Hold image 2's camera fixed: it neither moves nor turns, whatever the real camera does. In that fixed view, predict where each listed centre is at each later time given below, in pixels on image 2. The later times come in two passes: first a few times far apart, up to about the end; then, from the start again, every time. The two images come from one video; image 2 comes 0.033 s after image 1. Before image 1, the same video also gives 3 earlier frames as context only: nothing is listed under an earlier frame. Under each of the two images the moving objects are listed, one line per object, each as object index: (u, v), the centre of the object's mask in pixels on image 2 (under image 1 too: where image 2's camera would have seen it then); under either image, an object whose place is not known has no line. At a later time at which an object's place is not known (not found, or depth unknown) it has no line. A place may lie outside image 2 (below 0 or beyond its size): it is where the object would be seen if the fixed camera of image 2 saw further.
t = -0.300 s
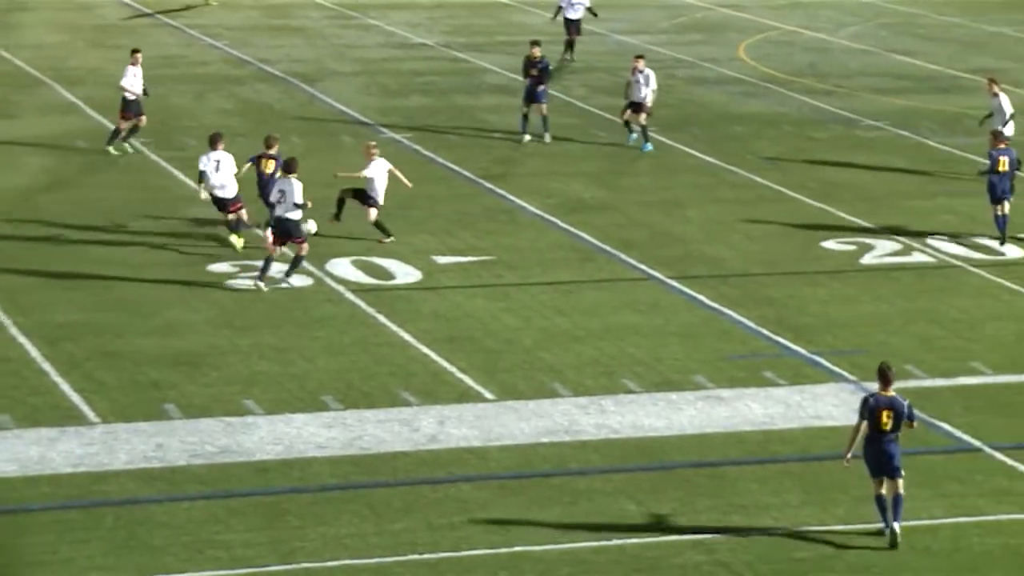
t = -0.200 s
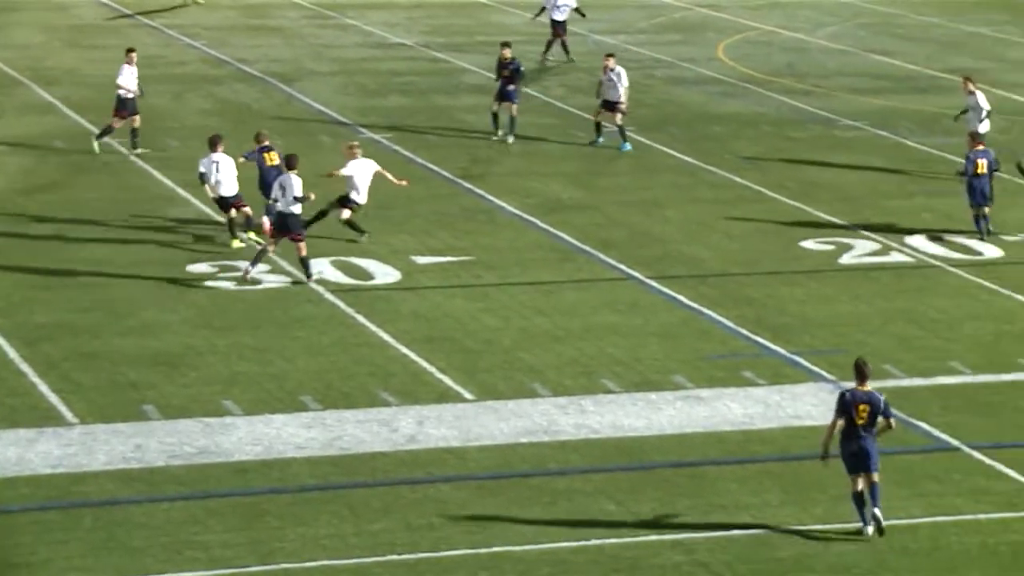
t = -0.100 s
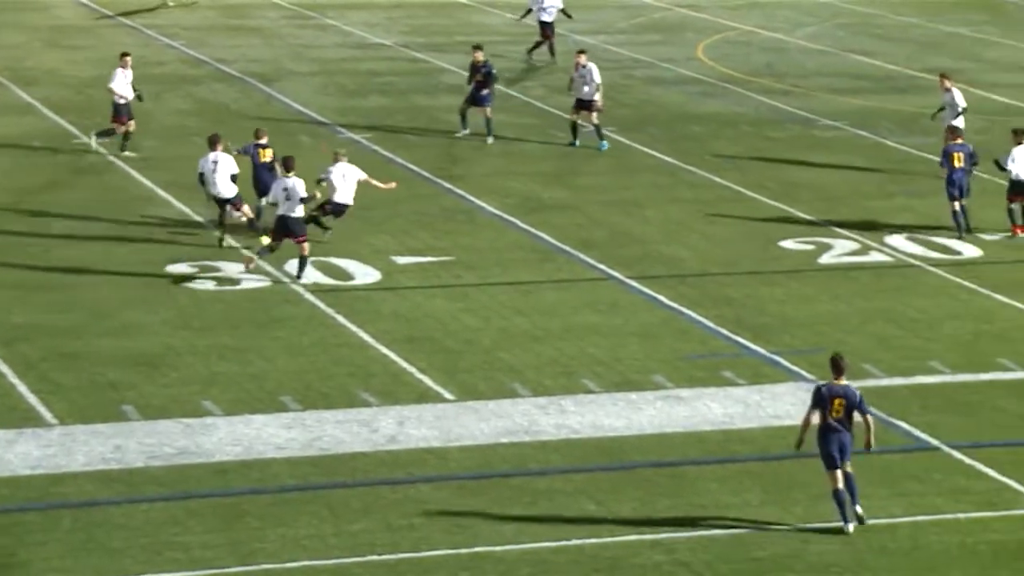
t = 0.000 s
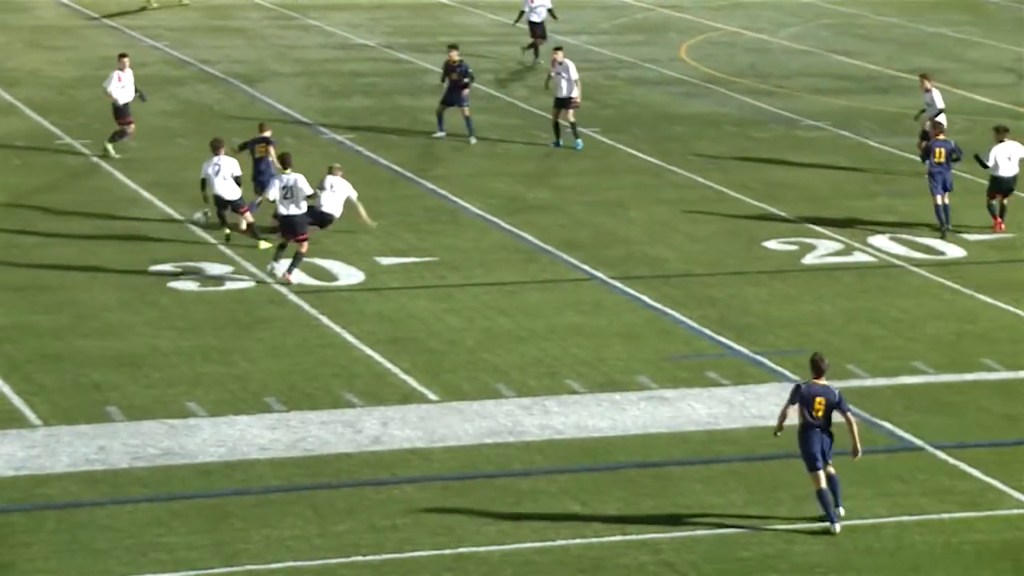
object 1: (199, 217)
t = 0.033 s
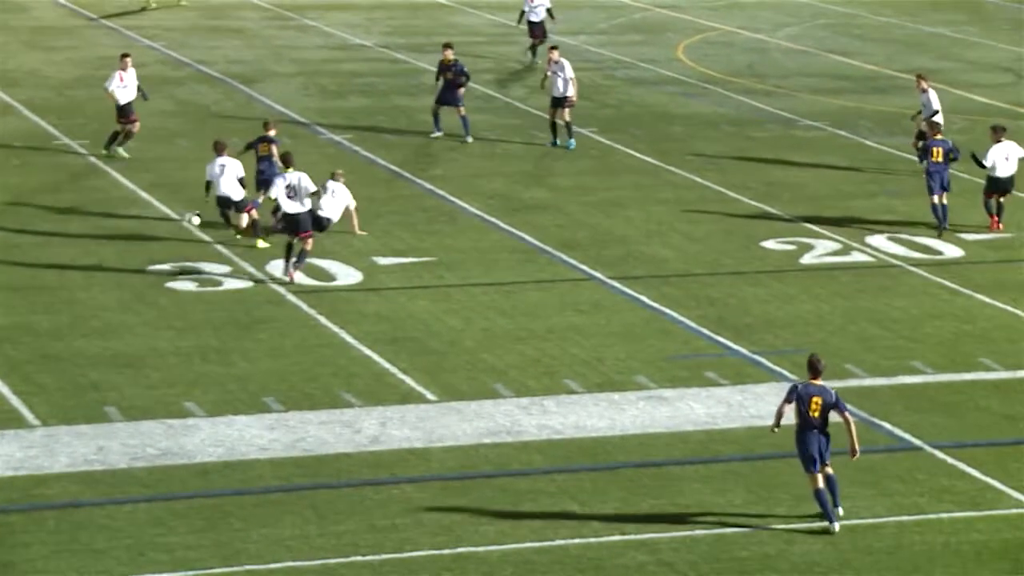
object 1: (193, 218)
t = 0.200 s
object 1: (156, 237)
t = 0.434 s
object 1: (126, 237)
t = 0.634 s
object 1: (107, 252)
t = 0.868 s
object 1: (87, 258)
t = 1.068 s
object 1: (69, 262)
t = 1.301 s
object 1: (50, 269)
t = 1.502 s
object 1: (37, 274)
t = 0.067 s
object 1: (186, 219)
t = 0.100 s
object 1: (179, 223)
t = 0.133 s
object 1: (171, 225)
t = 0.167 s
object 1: (164, 231)
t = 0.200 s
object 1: (156, 237)
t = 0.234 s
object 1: (149, 243)
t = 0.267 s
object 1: (144, 244)
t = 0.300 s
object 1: (141, 241)
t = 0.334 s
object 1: (137, 239)
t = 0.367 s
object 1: (134, 238)
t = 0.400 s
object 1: (130, 237)
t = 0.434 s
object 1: (126, 237)
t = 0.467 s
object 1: (124, 240)
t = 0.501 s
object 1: (122, 242)
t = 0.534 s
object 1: (118, 245)
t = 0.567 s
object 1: (114, 249)
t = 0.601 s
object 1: (111, 253)
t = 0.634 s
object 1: (107, 252)
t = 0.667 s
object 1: (105, 251)
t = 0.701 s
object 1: (101, 251)
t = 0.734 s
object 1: (99, 251)
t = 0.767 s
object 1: (96, 253)
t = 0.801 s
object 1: (92, 255)
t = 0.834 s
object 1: (89, 258)
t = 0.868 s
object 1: (87, 258)
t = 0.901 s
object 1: (83, 258)
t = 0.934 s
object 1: (80, 259)
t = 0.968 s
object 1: (77, 260)
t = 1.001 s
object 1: (74, 262)
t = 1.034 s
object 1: (71, 262)
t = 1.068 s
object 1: (69, 262)
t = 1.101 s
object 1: (66, 263)
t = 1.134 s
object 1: (64, 265)
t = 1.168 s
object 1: (60, 265)
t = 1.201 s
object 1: (58, 266)
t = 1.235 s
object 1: (55, 267)
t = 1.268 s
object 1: (53, 268)
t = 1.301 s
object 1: (50, 269)
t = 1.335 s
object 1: (47, 270)
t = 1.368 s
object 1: (45, 270)
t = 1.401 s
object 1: (43, 271)
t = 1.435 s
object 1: (41, 272)
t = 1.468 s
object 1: (39, 273)
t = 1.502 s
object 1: (37, 274)
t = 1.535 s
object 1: (34, 275)
